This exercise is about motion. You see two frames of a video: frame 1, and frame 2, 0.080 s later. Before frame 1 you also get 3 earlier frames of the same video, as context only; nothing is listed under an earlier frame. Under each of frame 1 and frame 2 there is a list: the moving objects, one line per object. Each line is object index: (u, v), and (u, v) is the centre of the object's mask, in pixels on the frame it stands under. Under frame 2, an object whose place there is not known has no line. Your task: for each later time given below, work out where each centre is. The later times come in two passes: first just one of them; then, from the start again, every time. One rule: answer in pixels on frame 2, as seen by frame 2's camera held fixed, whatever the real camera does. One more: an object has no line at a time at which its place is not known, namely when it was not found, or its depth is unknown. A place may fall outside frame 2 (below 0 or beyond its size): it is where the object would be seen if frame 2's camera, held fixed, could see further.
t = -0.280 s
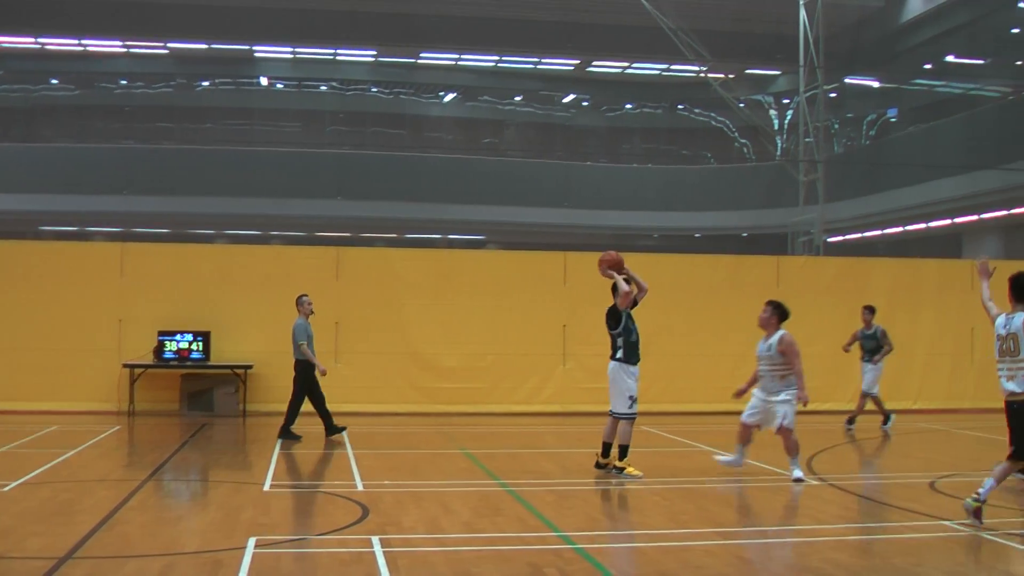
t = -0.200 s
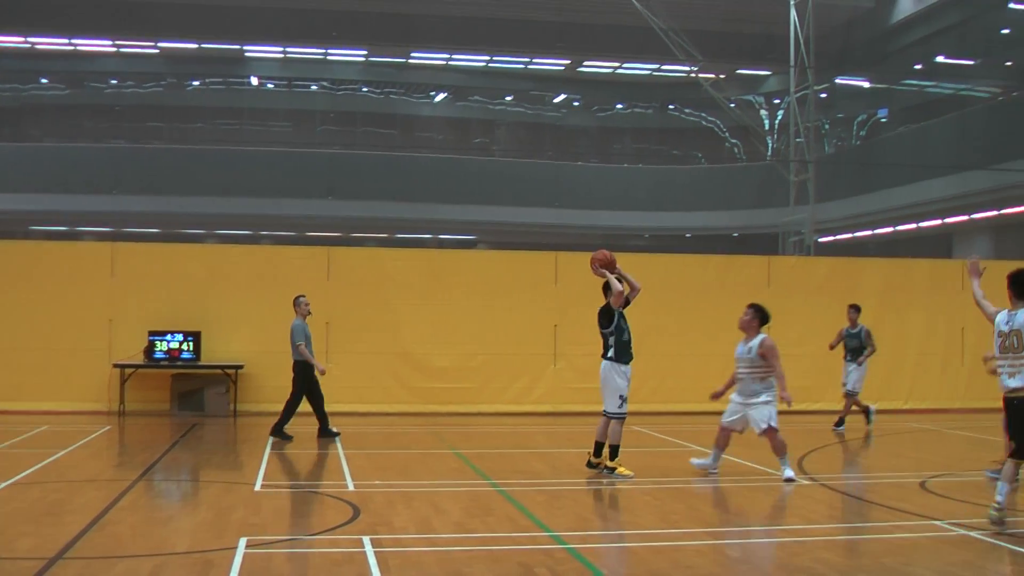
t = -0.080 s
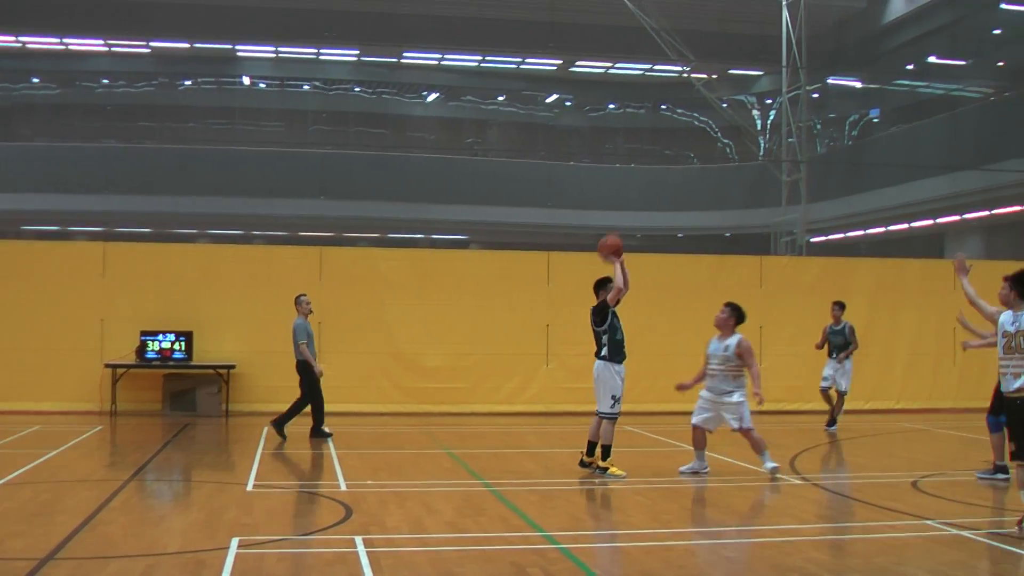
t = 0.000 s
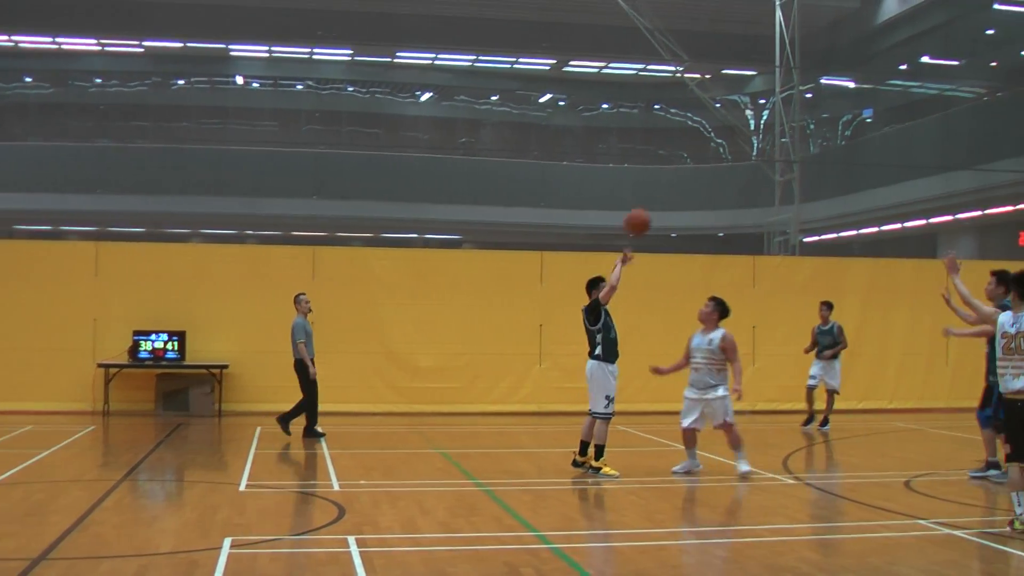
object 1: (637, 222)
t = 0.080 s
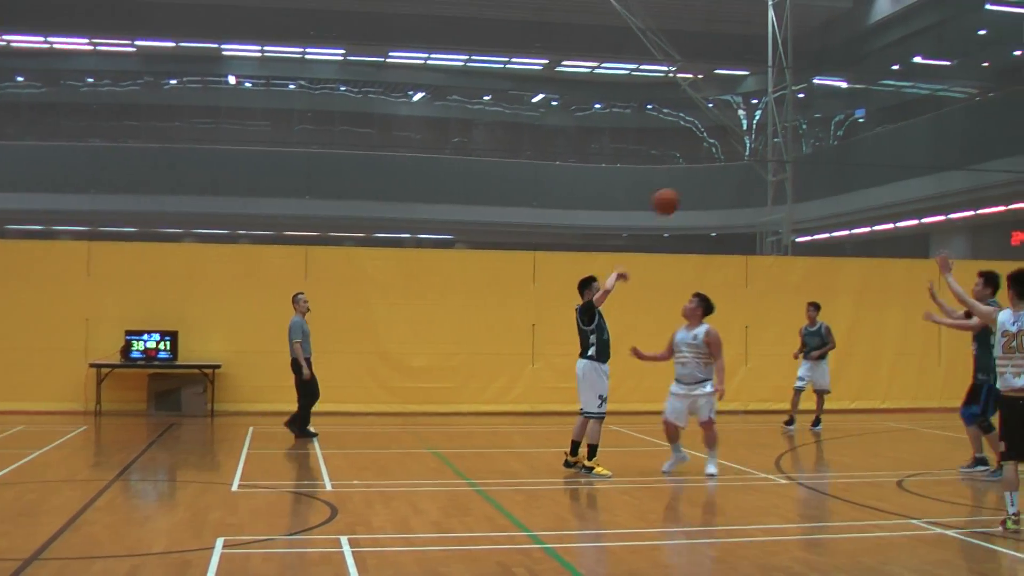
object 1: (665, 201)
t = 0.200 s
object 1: (720, 184)
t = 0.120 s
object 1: (684, 193)
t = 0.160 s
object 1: (702, 188)
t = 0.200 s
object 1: (720, 184)
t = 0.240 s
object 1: (739, 182)
